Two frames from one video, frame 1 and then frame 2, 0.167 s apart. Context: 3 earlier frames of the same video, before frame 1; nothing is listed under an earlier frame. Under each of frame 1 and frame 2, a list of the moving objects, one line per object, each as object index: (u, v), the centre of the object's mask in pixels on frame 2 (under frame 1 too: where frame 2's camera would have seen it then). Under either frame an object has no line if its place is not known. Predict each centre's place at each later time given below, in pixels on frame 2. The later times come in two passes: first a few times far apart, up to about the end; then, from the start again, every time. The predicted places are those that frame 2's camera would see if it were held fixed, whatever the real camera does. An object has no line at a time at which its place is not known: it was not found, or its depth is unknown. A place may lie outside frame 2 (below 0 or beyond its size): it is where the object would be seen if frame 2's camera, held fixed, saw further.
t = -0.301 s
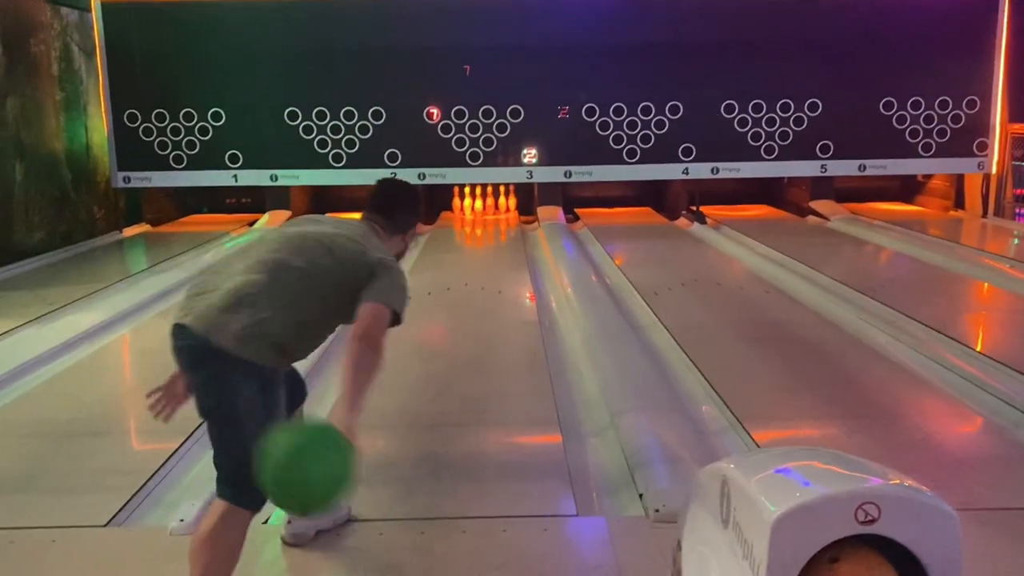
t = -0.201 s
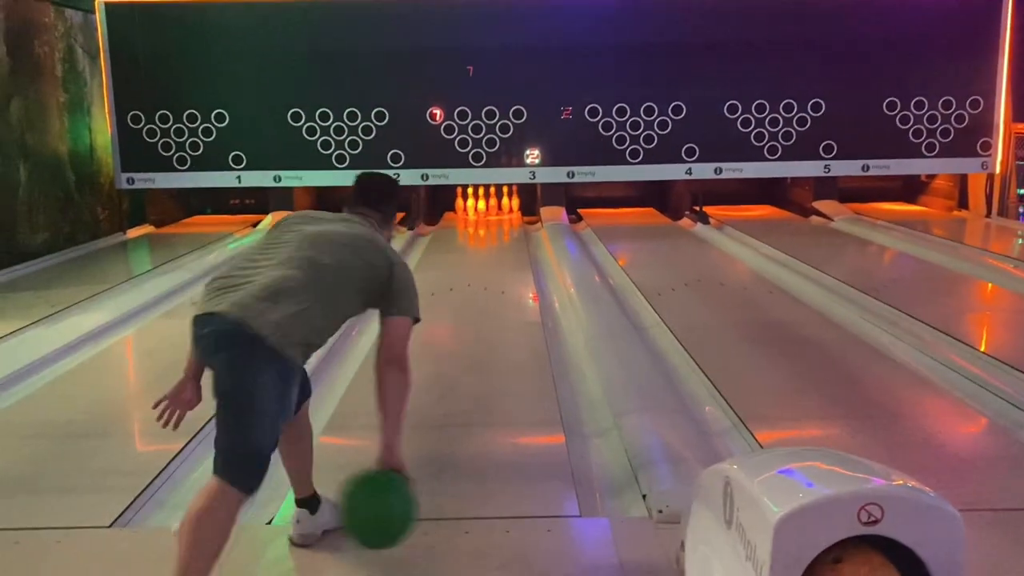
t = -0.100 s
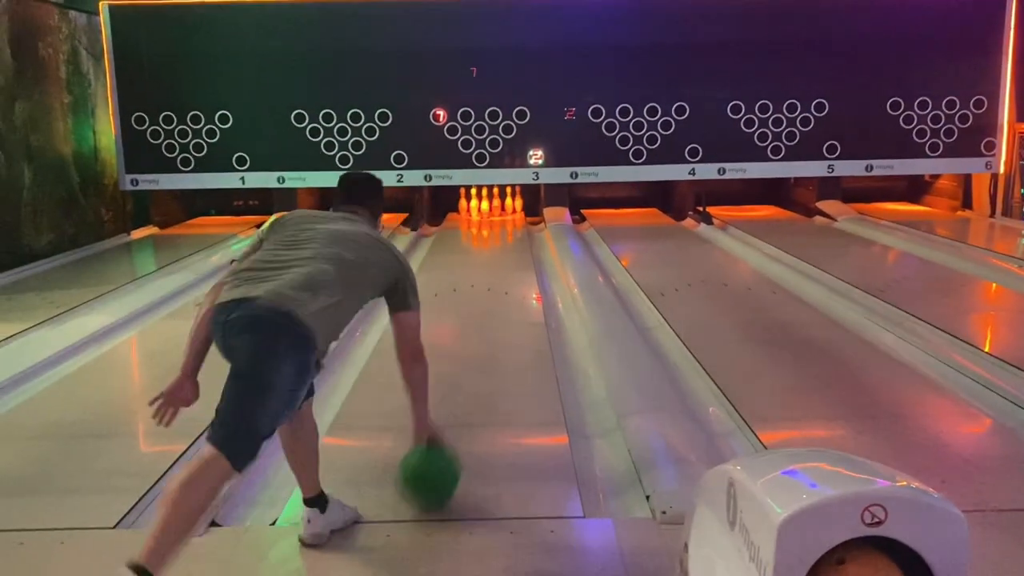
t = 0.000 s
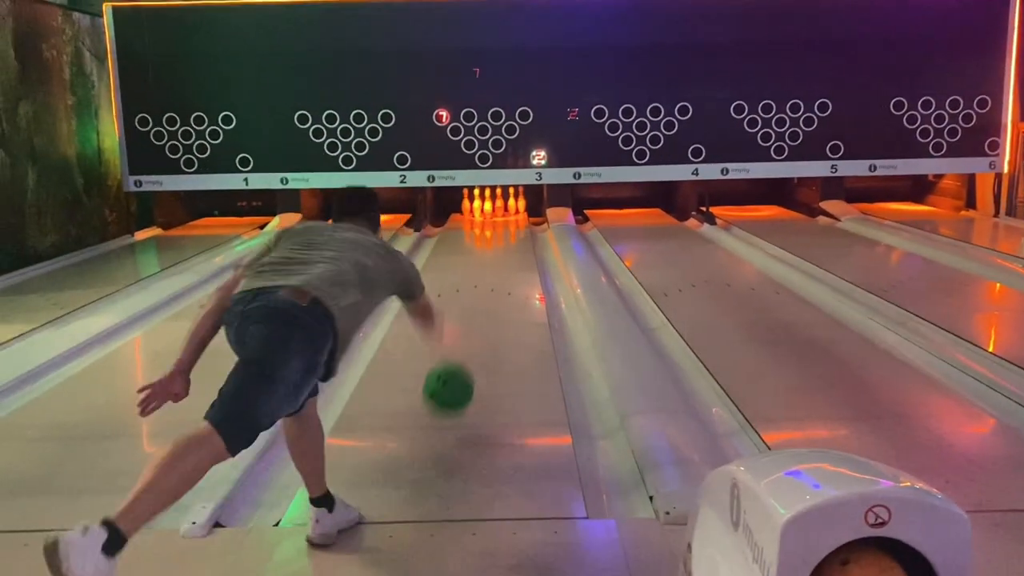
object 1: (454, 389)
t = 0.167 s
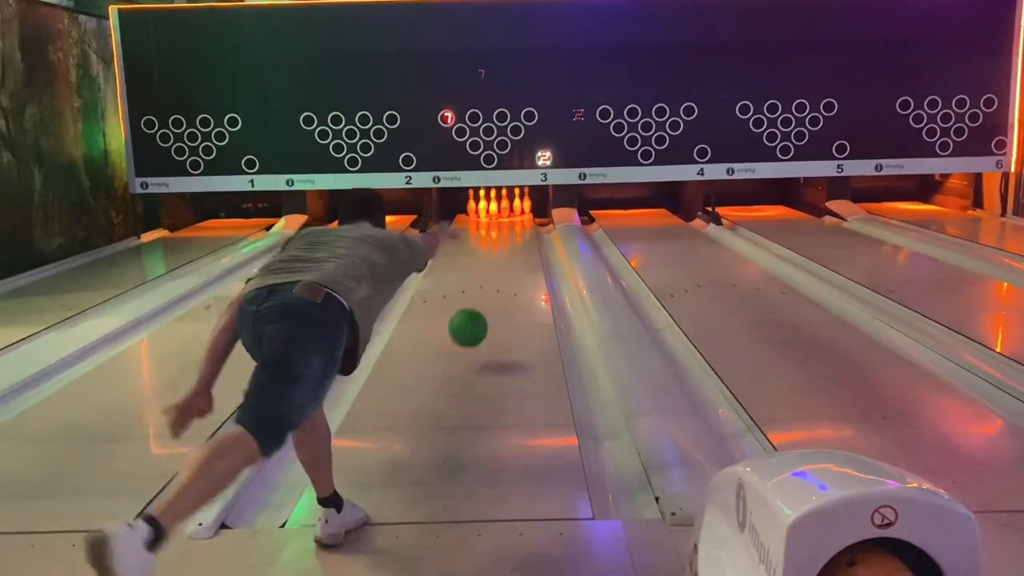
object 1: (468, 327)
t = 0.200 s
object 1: (470, 324)
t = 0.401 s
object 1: (479, 292)
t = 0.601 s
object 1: (483, 263)
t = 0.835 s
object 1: (485, 241)
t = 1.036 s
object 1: (485, 228)
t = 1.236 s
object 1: (484, 218)
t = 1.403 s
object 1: (481, 213)
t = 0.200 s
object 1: (470, 324)
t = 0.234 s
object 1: (472, 323)
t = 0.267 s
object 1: (474, 319)
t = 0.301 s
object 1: (476, 311)
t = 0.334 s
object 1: (477, 305)
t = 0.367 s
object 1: (480, 298)
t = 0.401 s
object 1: (479, 292)
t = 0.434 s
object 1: (481, 286)
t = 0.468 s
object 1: (481, 281)
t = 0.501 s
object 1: (482, 276)
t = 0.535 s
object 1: (482, 272)
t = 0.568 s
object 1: (483, 267)
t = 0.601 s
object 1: (483, 263)
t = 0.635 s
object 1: (484, 260)
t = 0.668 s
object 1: (484, 256)
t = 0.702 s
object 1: (484, 253)
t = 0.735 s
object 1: (485, 249)
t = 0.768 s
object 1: (485, 247)
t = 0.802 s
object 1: (485, 244)
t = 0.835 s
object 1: (485, 241)
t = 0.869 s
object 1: (485, 239)
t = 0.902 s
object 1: (485, 237)
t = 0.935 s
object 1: (485, 234)
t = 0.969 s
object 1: (485, 232)
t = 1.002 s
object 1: (485, 230)
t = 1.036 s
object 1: (485, 228)
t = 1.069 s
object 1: (485, 226)
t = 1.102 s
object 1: (485, 225)
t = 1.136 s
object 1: (484, 223)
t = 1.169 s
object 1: (485, 222)
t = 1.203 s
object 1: (484, 220)
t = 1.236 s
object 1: (484, 218)
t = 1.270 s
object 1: (484, 217)
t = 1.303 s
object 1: (484, 216)
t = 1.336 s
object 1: (484, 215)
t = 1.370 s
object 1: (482, 214)
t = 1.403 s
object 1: (481, 213)
